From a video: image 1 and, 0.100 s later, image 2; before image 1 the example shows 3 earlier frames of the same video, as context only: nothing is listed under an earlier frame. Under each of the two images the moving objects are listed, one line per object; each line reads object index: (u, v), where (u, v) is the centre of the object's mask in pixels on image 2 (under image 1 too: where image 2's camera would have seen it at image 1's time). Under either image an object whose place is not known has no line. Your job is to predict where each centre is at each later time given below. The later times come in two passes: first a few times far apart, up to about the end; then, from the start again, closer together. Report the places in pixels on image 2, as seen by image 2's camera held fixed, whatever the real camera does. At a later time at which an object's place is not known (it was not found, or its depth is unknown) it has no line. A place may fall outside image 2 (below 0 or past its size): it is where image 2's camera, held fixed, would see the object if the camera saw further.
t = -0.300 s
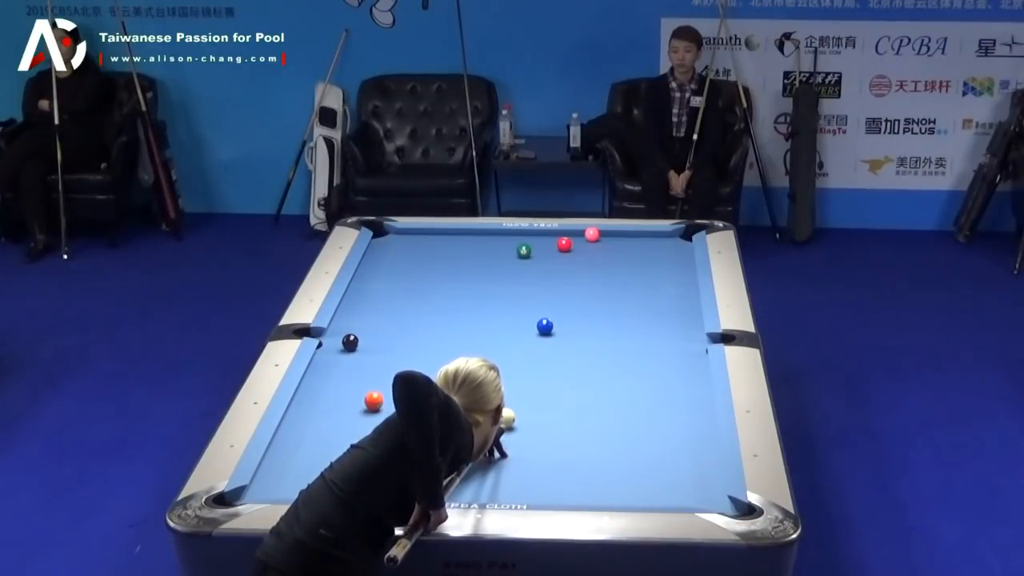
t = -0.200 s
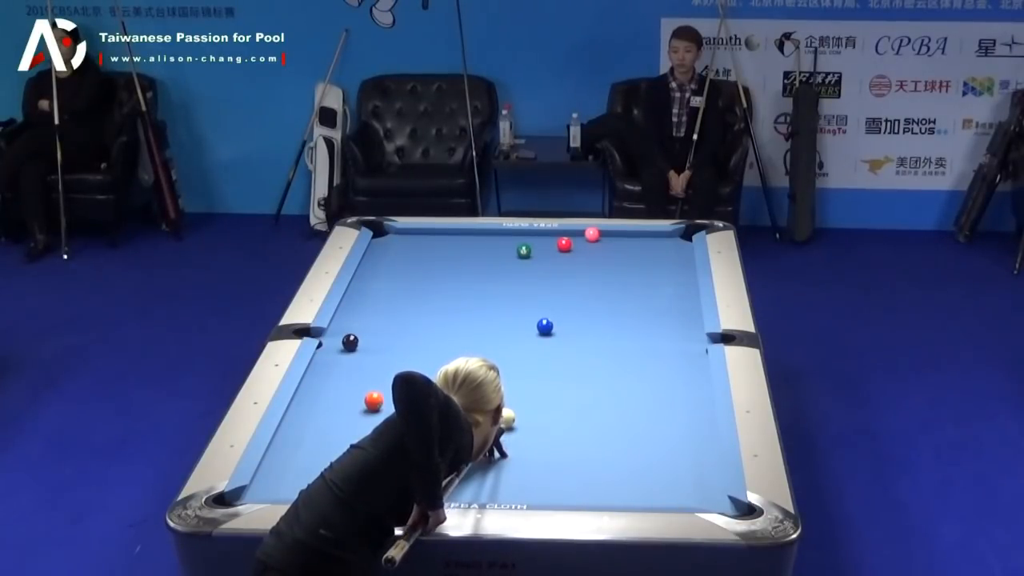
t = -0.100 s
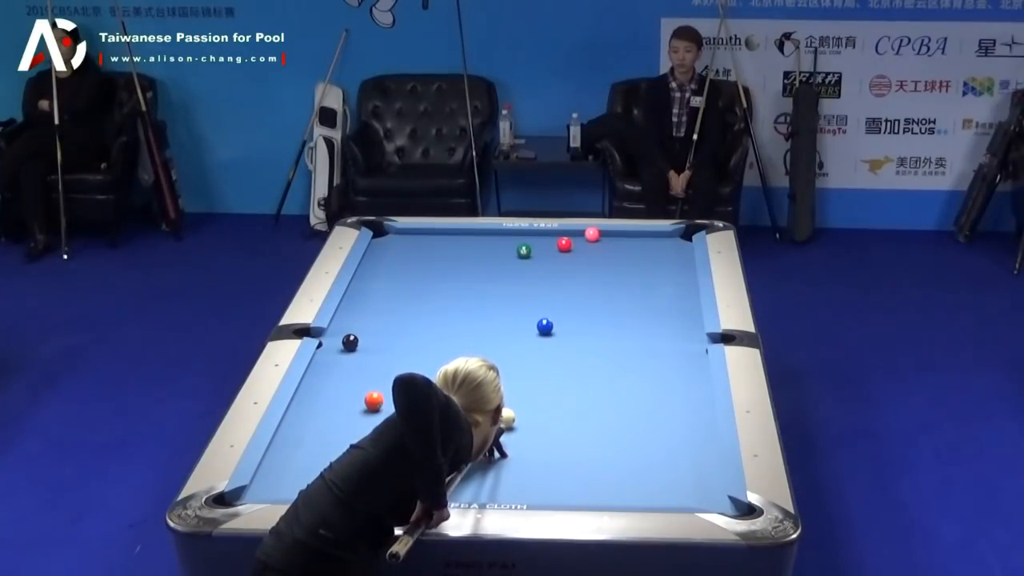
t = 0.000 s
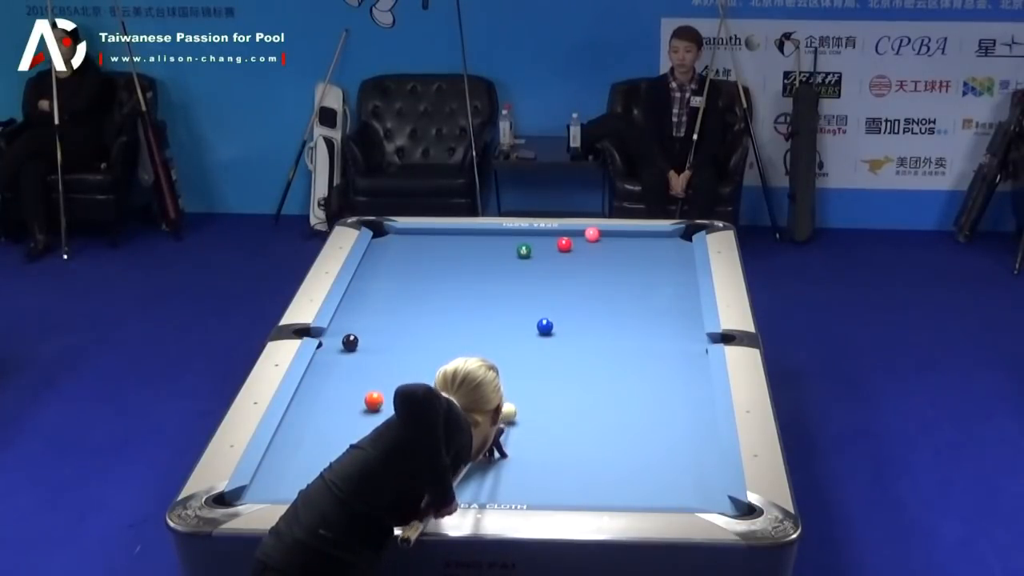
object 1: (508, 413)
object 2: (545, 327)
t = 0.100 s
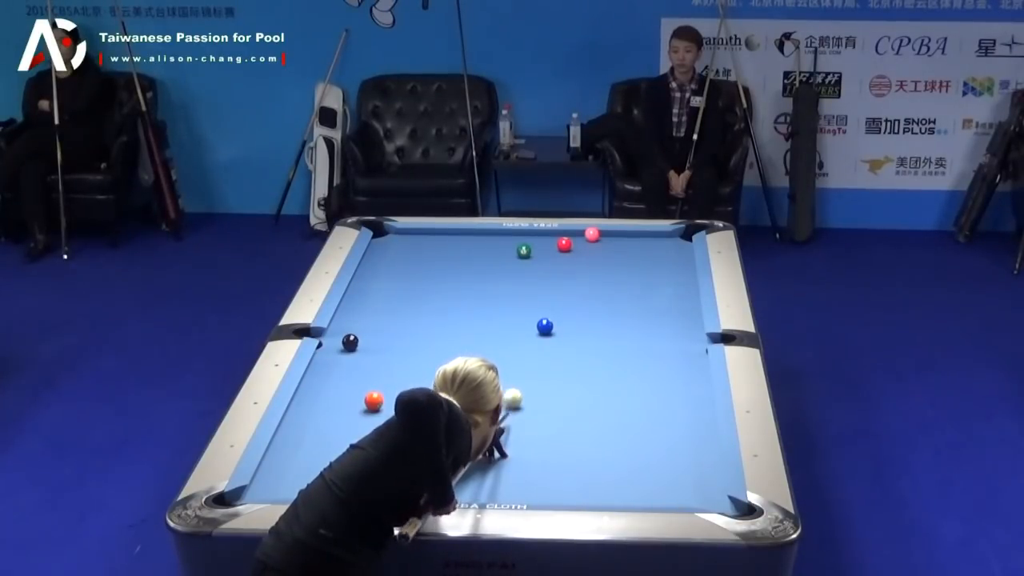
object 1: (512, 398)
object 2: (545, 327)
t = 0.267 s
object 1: (520, 375)
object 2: (545, 327)
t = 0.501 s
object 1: (530, 347)
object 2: (545, 326)
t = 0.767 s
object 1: (526, 327)
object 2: (558, 318)
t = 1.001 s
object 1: (511, 318)
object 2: (577, 306)
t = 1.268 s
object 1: (494, 309)
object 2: (598, 293)
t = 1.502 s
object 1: (481, 302)
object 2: (614, 282)
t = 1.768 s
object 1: (467, 294)
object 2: (631, 271)
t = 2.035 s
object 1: (455, 286)
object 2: (648, 261)
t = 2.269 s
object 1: (446, 279)
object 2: (661, 253)
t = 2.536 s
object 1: (433, 274)
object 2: (676, 244)
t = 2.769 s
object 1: (424, 270)
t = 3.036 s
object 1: (414, 264)
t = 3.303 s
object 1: (405, 259)
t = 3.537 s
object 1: (398, 255)
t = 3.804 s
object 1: (391, 252)
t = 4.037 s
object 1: (385, 248)
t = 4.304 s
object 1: (379, 245)
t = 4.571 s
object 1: (378, 242)
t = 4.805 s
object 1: (381, 241)
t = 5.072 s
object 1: (384, 239)
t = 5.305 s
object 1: (386, 238)
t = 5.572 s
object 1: (387, 237)
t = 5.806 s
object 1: (388, 237)
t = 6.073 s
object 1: (388, 236)
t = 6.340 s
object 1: (388, 236)
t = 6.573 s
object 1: (388, 236)
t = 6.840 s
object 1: (388, 236)
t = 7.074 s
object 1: (388, 236)
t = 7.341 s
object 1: (388, 236)
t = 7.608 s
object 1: (388, 236)
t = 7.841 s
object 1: (388, 236)
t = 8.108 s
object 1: (388, 236)
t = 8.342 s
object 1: (388, 236)
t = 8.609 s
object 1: (388, 236)
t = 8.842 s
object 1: (388, 236)
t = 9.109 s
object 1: (388, 236)
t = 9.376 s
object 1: (388, 236)
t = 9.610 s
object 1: (388, 236)
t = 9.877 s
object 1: (388, 236)
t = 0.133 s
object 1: (514, 393)
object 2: (545, 327)
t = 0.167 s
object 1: (516, 388)
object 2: (545, 327)
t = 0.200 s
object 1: (517, 384)
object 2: (545, 327)
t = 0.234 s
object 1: (519, 380)
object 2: (545, 327)
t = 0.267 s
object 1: (520, 375)
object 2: (545, 327)
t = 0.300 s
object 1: (522, 371)
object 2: (545, 327)
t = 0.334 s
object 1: (523, 367)
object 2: (545, 327)
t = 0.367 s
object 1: (525, 363)
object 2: (545, 326)
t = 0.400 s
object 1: (526, 359)
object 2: (545, 327)
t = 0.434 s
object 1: (528, 355)
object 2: (545, 326)
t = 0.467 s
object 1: (529, 351)
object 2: (545, 327)
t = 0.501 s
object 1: (530, 347)
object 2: (545, 326)
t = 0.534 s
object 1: (532, 343)
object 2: (545, 326)
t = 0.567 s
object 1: (533, 340)
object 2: (545, 326)
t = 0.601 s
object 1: (535, 336)
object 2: (545, 326)
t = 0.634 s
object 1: (536, 333)
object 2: (546, 325)
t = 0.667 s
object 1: (535, 330)
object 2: (548, 324)
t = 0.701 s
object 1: (531, 330)
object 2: (551, 322)
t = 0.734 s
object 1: (529, 328)
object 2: (555, 320)
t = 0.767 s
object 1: (526, 327)
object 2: (558, 318)
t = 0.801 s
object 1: (524, 326)
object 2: (561, 316)
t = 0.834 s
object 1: (521, 325)
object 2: (564, 314)
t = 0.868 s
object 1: (519, 324)
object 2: (567, 312)
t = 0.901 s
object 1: (517, 322)
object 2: (569, 311)
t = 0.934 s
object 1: (515, 321)
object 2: (572, 309)
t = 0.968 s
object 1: (513, 320)
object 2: (575, 307)
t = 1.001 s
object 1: (511, 318)
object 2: (577, 306)
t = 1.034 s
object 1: (509, 317)
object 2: (580, 304)
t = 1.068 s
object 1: (506, 316)
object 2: (582, 302)
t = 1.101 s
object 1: (504, 315)
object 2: (585, 301)
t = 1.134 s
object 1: (502, 314)
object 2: (588, 299)
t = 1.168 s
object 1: (500, 313)
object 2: (590, 297)
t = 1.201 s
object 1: (498, 311)
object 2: (593, 296)
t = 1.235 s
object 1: (497, 310)
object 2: (595, 294)
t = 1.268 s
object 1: (494, 309)
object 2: (598, 293)
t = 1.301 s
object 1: (493, 308)
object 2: (600, 291)
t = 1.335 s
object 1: (491, 307)
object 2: (602, 290)
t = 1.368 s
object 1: (489, 306)
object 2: (605, 288)
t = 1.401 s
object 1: (487, 305)
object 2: (607, 287)
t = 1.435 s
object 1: (485, 304)
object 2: (609, 285)
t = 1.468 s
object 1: (483, 303)
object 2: (612, 284)
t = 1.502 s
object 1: (481, 302)
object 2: (614, 282)
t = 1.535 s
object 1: (480, 301)
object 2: (616, 281)
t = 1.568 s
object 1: (478, 300)
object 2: (618, 279)
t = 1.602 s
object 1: (476, 299)
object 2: (620, 278)
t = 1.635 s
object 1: (474, 298)
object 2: (623, 277)
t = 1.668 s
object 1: (472, 297)
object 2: (625, 275)
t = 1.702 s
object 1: (471, 296)
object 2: (627, 274)
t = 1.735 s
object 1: (469, 295)
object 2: (630, 273)
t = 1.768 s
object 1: (467, 294)
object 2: (631, 271)
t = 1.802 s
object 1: (466, 293)
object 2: (634, 270)
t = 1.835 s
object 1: (464, 292)
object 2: (636, 269)
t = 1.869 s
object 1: (462, 291)
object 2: (638, 267)
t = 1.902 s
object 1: (461, 290)
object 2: (639, 266)
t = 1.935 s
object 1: (459, 289)
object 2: (642, 265)
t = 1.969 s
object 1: (458, 288)
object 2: (644, 263)
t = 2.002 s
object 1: (456, 287)
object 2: (646, 262)
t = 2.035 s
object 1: (455, 286)
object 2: (648, 261)
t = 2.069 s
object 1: (454, 284)
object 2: (650, 260)
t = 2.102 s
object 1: (453, 283)
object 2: (652, 259)
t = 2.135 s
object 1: (452, 282)
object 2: (654, 257)
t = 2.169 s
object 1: (451, 281)
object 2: (656, 256)
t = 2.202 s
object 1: (450, 281)
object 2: (657, 255)
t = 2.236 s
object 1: (448, 280)
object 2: (659, 254)
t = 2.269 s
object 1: (446, 279)
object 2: (661, 253)
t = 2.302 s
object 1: (444, 279)
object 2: (663, 252)
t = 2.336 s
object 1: (442, 279)
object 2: (665, 251)
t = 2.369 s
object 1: (440, 278)
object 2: (667, 250)
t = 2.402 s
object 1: (438, 277)
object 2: (669, 248)
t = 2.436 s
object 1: (437, 277)
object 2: (671, 247)
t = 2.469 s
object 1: (436, 276)
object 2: (672, 247)
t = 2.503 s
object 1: (434, 275)
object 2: (674, 245)
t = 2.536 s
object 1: (433, 274)
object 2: (676, 244)
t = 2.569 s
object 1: (431, 274)
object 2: (678, 243)
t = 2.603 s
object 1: (430, 273)
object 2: (679, 242)
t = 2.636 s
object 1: (429, 272)
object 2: (681, 241)
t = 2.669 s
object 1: (428, 272)
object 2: (683, 240)
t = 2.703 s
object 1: (426, 271)
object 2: (685, 239)
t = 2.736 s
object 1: (425, 270)
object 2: (686, 237)
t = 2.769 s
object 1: (424, 270)
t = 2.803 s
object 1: (423, 269)
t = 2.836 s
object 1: (422, 268)
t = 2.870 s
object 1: (420, 267)
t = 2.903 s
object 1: (419, 267)
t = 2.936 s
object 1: (418, 266)
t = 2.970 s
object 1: (416, 266)
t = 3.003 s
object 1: (415, 265)
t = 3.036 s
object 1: (414, 264)
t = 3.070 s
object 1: (413, 264)
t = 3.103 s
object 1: (412, 263)
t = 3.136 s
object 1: (411, 262)
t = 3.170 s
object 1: (409, 262)
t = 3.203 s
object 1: (408, 261)
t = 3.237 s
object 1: (407, 261)
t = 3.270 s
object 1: (406, 260)
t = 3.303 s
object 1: (405, 259)
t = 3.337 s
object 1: (404, 259)
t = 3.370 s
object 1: (403, 258)
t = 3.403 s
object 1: (402, 258)
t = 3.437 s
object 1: (401, 257)
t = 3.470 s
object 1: (400, 256)
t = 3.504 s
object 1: (399, 256)
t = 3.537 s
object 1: (398, 255)
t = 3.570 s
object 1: (397, 255)
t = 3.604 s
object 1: (396, 254)
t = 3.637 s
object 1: (395, 254)
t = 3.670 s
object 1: (394, 253)
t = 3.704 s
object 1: (393, 253)
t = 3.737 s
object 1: (392, 253)
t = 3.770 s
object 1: (392, 252)
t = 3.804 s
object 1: (391, 252)
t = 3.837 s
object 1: (390, 251)
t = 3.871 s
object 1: (389, 251)
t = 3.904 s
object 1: (388, 250)
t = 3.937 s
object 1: (387, 250)
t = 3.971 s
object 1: (386, 249)
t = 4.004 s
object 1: (386, 249)
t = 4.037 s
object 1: (385, 248)
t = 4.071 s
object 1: (384, 248)
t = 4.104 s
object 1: (383, 248)
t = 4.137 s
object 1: (383, 247)
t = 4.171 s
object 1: (382, 246)
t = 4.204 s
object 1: (381, 246)
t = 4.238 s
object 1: (380, 246)
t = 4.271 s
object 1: (380, 245)
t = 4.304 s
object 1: (379, 245)
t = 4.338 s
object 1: (378, 245)
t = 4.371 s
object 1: (377, 244)
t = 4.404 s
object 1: (377, 244)
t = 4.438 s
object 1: (376, 244)
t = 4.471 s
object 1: (376, 243)
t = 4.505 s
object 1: (377, 243)
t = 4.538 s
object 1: (377, 243)
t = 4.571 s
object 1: (378, 242)
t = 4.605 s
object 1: (378, 242)
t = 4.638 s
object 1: (379, 242)
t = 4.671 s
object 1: (379, 242)
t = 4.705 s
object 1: (380, 241)
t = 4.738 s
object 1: (380, 241)
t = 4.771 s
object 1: (380, 241)
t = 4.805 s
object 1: (381, 241)
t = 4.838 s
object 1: (381, 240)
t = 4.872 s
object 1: (382, 240)
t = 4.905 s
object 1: (382, 240)
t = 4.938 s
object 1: (383, 240)
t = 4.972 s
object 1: (383, 240)
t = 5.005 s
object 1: (383, 240)
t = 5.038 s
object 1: (384, 239)
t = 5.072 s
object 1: (384, 239)
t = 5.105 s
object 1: (384, 239)
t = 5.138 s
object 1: (385, 239)
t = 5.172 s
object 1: (385, 239)
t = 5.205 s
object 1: (385, 238)
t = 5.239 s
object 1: (385, 238)
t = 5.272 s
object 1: (385, 238)
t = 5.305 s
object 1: (386, 238)
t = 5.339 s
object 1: (386, 238)
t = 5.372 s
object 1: (386, 238)
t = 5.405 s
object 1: (386, 238)
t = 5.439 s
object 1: (387, 238)
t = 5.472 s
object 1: (387, 237)
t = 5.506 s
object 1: (387, 237)
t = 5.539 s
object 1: (387, 237)
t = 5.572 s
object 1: (387, 237)
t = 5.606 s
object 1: (387, 237)
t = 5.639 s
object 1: (387, 237)
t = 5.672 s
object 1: (388, 237)
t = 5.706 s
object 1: (388, 237)
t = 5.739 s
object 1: (388, 237)
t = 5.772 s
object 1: (388, 237)
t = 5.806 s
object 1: (388, 237)
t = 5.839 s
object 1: (388, 237)
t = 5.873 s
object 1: (388, 237)
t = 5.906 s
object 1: (388, 236)
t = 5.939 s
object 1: (388, 236)
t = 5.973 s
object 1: (388, 236)
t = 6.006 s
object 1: (388, 236)
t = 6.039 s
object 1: (388, 236)
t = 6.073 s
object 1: (388, 236)
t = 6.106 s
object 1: (388, 236)
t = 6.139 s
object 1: (388, 236)
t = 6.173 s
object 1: (388, 236)
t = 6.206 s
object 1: (388, 236)
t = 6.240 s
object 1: (388, 236)
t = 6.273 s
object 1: (388, 236)
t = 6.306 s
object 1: (388, 236)
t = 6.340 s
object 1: (388, 236)
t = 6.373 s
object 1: (388, 236)
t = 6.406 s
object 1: (388, 236)
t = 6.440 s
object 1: (388, 236)
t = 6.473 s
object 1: (388, 236)
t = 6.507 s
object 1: (388, 236)
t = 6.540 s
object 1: (388, 236)
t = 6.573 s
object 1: (388, 236)
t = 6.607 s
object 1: (388, 236)
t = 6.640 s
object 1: (388, 236)
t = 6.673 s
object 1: (388, 236)
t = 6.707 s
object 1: (388, 236)
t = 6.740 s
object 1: (388, 236)
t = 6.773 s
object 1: (388, 236)
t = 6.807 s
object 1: (388, 236)
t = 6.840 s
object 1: (388, 236)
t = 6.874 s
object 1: (388, 236)
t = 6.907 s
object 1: (388, 236)
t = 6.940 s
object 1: (388, 236)
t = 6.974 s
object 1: (388, 236)
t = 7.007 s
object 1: (388, 236)
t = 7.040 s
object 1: (388, 236)
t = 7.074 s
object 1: (388, 236)
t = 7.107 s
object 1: (388, 236)
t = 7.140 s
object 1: (388, 236)
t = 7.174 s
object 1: (388, 236)
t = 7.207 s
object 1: (388, 236)
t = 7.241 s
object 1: (388, 236)
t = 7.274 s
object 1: (388, 236)
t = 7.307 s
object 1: (388, 236)
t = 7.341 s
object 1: (388, 236)
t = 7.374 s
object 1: (388, 236)
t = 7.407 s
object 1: (388, 236)
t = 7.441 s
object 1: (388, 236)
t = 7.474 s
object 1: (388, 236)
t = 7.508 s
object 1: (388, 236)
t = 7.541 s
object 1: (388, 236)
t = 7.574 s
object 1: (388, 236)
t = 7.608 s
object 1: (388, 236)
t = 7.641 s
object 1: (388, 236)
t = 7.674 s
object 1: (388, 236)
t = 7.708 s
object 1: (388, 236)
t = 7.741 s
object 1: (388, 236)
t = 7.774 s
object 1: (388, 236)
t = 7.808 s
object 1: (388, 236)
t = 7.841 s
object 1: (388, 236)
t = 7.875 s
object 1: (388, 236)
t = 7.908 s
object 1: (388, 236)
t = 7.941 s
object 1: (388, 236)
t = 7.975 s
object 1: (388, 236)
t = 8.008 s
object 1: (388, 236)
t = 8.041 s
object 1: (388, 236)
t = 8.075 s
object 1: (388, 236)
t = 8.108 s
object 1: (388, 236)
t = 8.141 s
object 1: (388, 236)
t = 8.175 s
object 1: (388, 236)
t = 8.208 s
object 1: (388, 236)
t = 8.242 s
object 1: (388, 236)
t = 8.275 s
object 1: (388, 236)
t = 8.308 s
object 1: (388, 236)
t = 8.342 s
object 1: (388, 236)
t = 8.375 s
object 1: (388, 236)
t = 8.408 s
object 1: (388, 236)
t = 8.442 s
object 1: (388, 236)
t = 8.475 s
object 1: (388, 236)
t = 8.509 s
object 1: (388, 236)
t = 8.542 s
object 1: (388, 236)
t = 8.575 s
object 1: (388, 236)
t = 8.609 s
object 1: (388, 236)
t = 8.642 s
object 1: (388, 236)
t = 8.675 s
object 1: (388, 236)
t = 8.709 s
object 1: (388, 236)
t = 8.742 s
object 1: (388, 236)
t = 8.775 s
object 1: (388, 236)
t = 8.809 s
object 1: (388, 236)
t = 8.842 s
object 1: (388, 236)
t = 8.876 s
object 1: (388, 236)
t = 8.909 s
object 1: (388, 236)
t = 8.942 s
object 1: (388, 236)
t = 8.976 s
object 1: (388, 236)
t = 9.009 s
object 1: (388, 236)
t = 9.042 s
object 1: (388, 236)
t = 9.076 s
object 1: (388, 236)
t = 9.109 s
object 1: (388, 236)
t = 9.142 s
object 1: (388, 236)
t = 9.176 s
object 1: (388, 236)
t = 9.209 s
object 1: (388, 236)
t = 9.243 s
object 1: (388, 236)
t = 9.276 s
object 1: (388, 236)
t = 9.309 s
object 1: (388, 236)
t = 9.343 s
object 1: (388, 236)
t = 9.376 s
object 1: (388, 236)
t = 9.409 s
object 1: (388, 236)
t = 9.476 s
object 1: (388, 236)
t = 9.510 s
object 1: (388, 236)
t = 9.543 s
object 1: (388, 236)
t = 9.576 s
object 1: (388, 236)
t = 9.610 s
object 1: (388, 236)
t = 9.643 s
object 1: (388, 236)
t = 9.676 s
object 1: (388, 236)
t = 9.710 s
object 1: (388, 236)
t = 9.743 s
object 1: (388, 236)
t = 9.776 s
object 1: (388, 236)
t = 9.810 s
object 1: (388, 236)
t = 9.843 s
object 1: (388, 236)
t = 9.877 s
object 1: (388, 236)
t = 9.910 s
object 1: (388, 236)
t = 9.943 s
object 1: (388, 236)
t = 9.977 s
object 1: (388, 236)
